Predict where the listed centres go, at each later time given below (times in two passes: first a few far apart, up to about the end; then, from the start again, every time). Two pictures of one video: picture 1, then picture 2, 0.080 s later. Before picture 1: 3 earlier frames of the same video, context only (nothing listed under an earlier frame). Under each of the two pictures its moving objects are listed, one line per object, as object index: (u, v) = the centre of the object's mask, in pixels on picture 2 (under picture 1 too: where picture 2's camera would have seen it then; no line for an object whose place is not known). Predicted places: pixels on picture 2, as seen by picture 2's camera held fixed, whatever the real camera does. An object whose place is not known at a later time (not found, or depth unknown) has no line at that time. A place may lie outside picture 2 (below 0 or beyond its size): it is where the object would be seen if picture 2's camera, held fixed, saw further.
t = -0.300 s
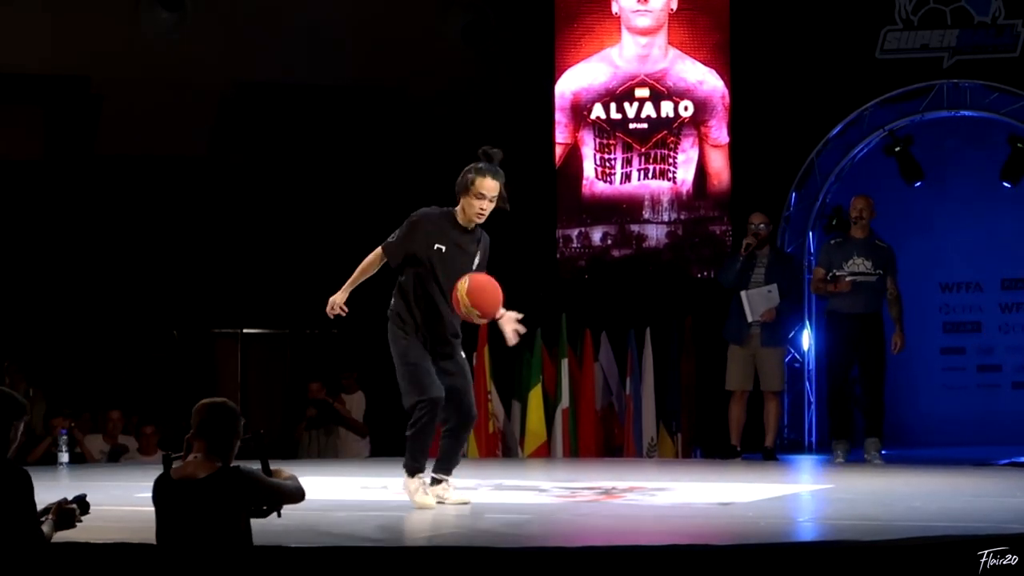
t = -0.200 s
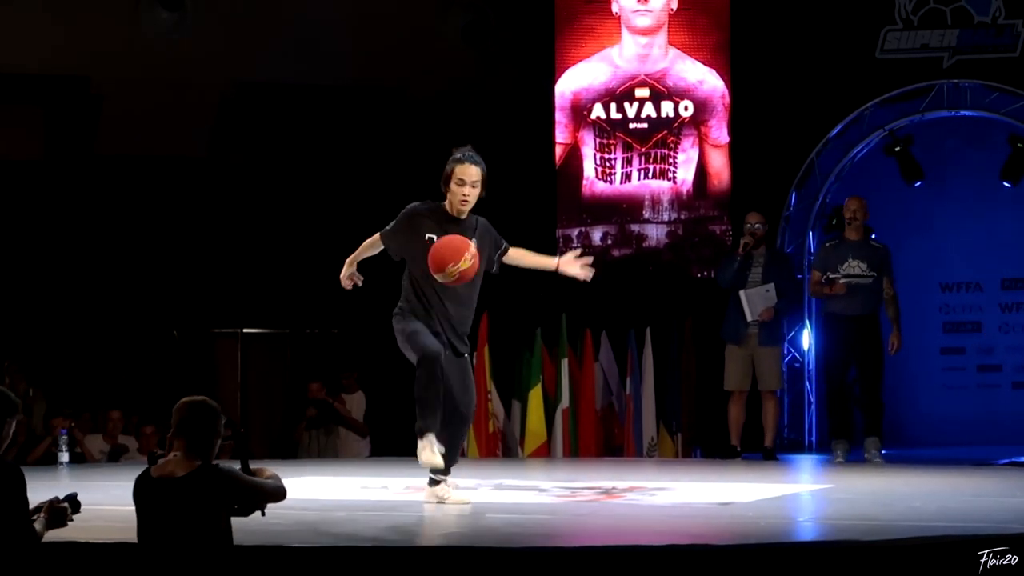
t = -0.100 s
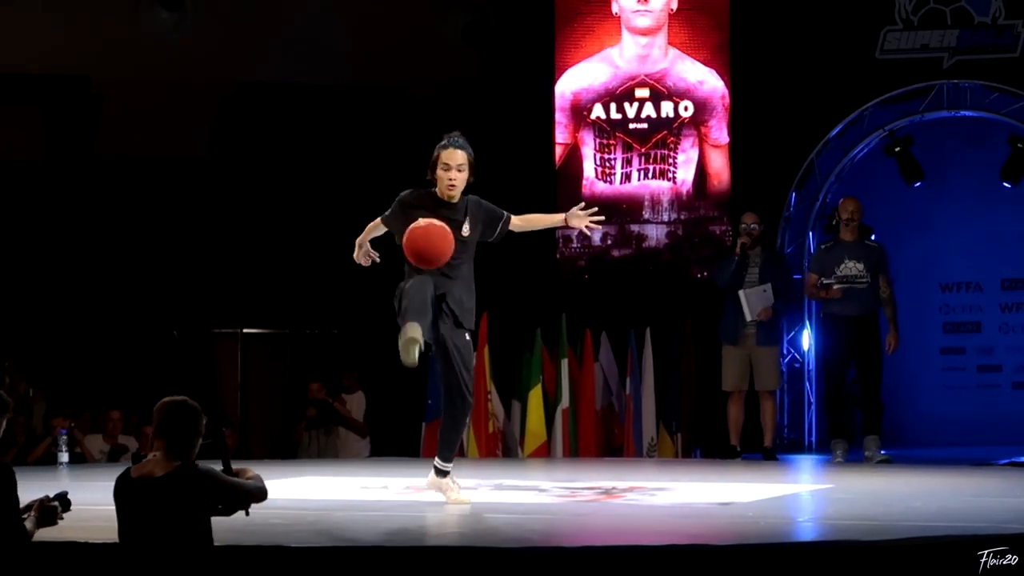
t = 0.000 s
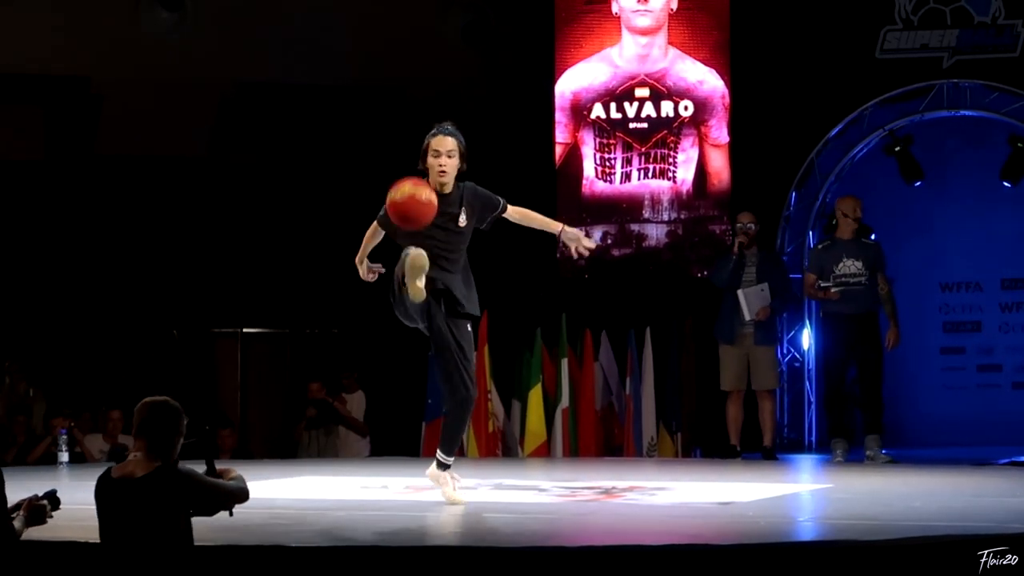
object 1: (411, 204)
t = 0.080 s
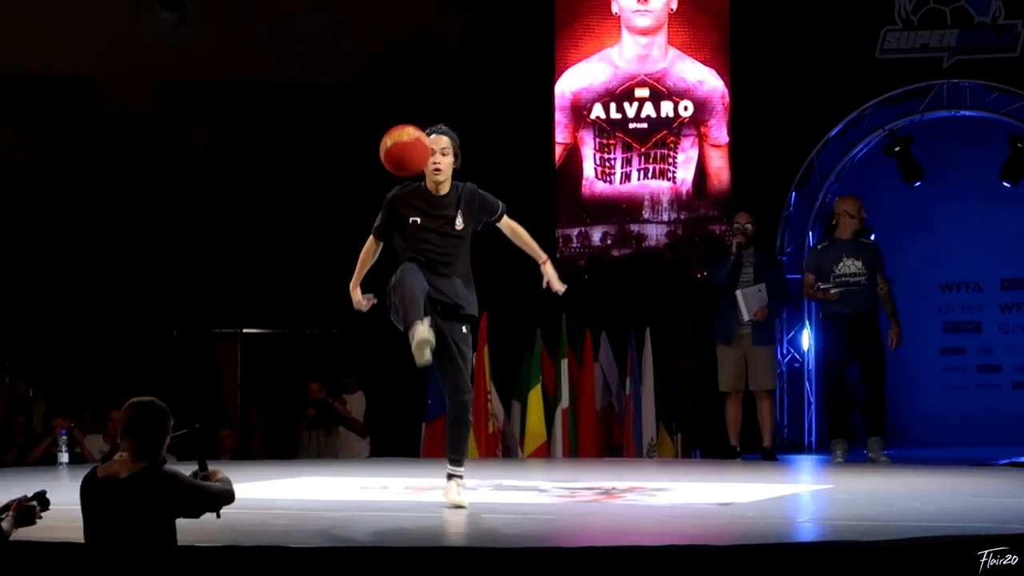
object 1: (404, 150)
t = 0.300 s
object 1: (388, 77)
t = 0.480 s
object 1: (375, 97)
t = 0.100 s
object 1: (403, 139)
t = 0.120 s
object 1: (402, 129)
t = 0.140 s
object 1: (400, 120)
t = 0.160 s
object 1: (399, 112)
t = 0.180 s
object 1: (398, 104)
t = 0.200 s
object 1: (396, 97)
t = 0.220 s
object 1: (394, 92)
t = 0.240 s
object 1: (393, 87)
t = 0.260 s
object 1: (391, 83)
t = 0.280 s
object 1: (390, 79)
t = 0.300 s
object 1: (388, 77)
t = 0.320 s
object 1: (387, 76)
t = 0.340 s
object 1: (385, 75)
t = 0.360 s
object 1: (384, 76)
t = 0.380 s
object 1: (382, 77)
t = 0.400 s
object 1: (381, 79)
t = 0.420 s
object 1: (379, 82)
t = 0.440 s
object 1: (378, 86)
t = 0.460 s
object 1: (376, 91)
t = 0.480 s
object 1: (375, 97)
